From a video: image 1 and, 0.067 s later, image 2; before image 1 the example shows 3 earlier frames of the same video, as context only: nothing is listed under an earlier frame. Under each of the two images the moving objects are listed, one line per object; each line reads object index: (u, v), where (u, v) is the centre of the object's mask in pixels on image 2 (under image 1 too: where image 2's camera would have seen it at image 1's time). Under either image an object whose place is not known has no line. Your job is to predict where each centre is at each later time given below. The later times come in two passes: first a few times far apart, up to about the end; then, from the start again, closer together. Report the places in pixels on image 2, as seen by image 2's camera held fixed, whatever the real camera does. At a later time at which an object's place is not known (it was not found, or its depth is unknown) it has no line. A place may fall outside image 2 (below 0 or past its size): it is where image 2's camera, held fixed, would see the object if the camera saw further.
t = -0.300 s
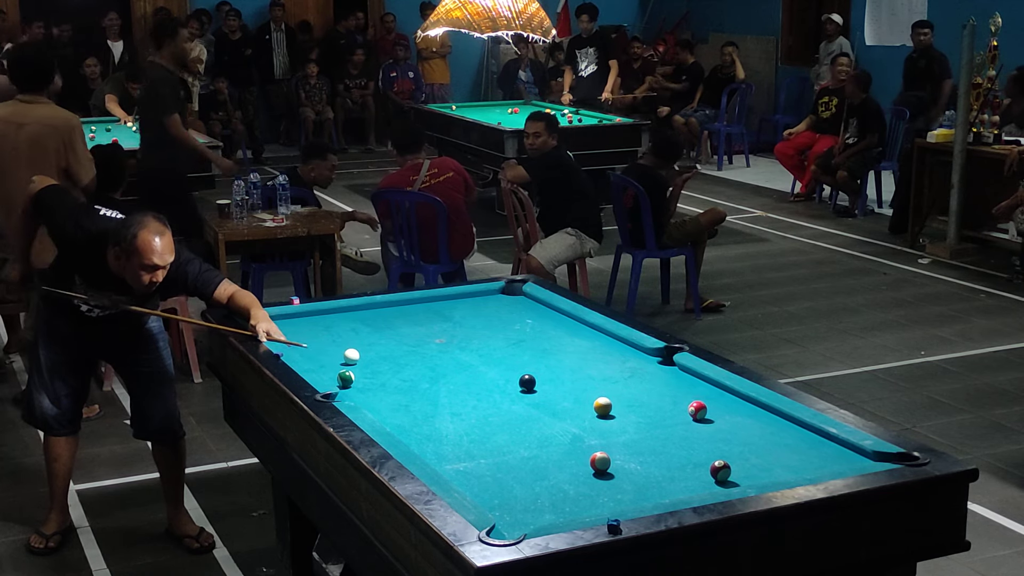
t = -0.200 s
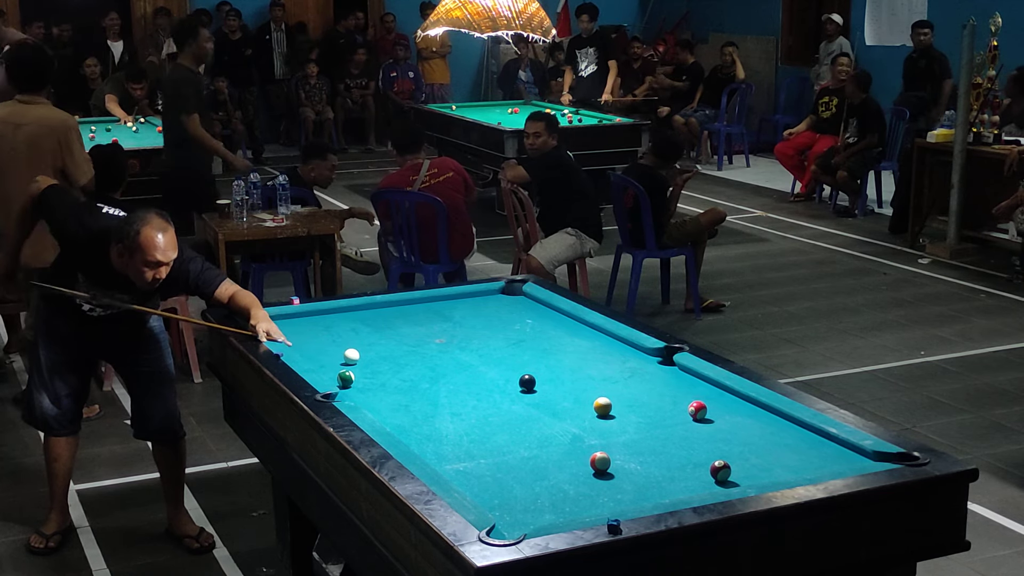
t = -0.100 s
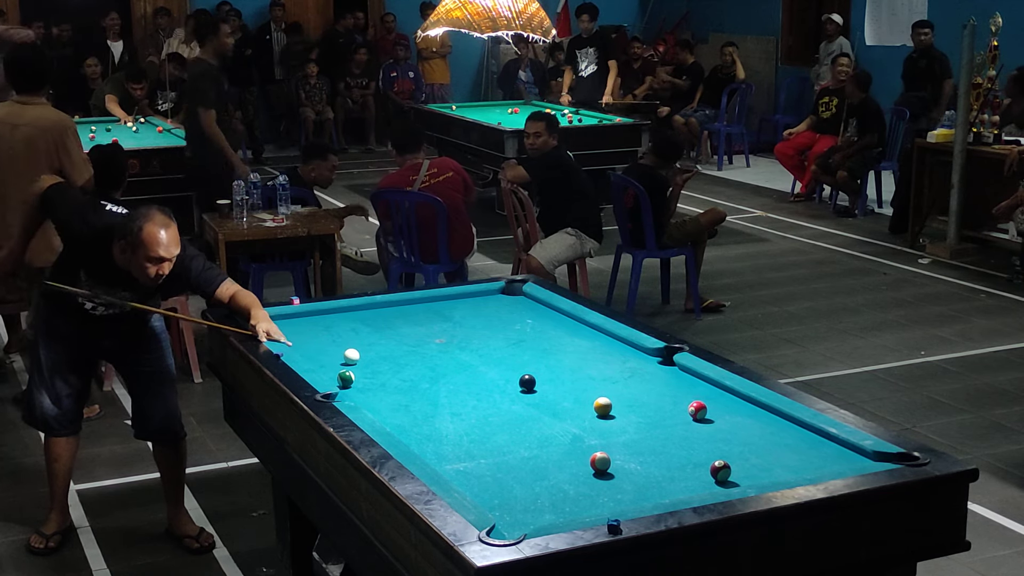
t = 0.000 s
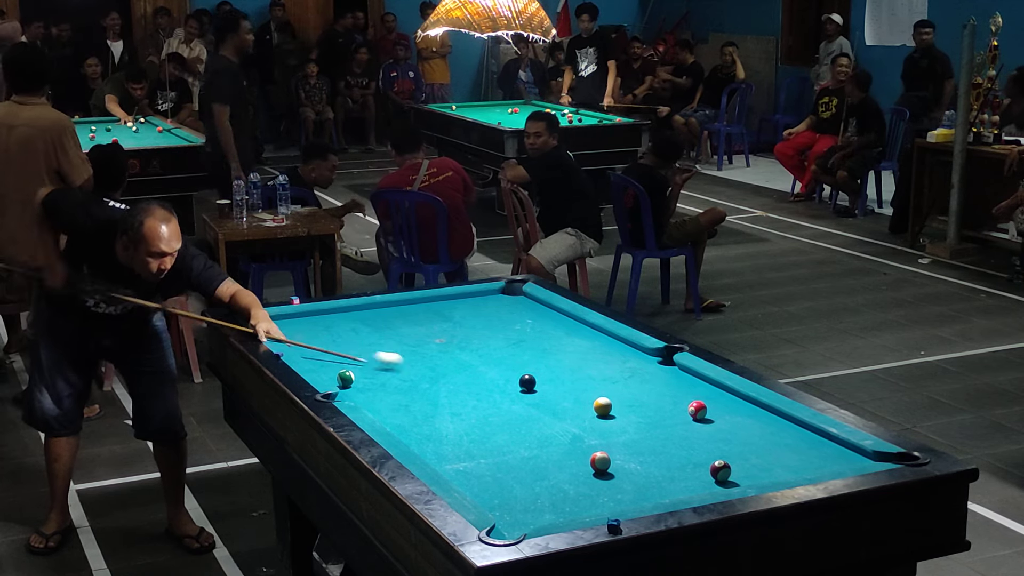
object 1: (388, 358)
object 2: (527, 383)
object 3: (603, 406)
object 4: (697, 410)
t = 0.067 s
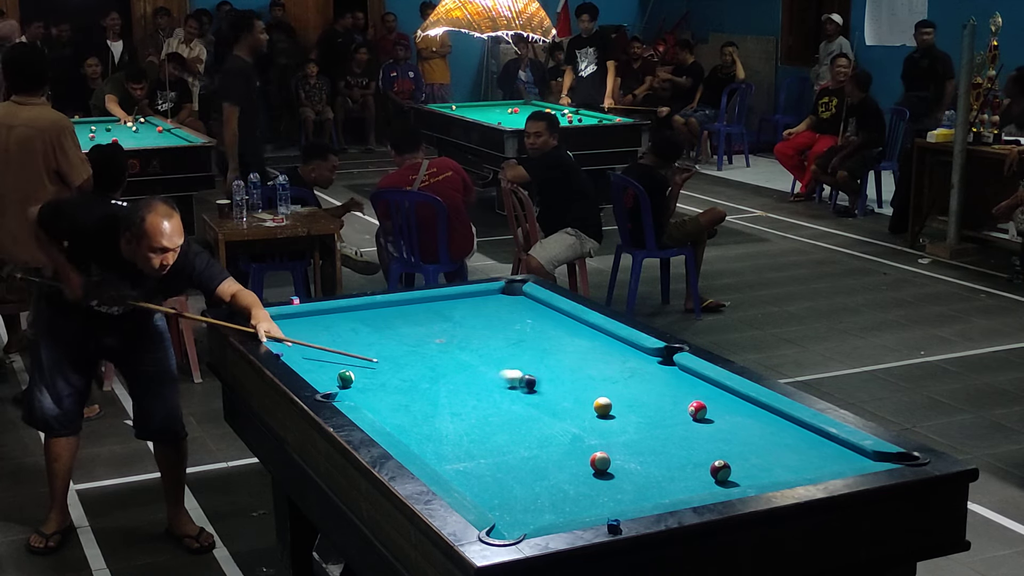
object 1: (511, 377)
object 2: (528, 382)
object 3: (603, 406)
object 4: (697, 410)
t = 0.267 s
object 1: (552, 362)
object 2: (723, 447)
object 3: (585, 421)
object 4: (727, 418)
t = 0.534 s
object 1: (587, 345)
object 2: (694, 441)
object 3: (554, 446)
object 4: (611, 459)
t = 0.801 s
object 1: (589, 334)
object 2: (596, 395)
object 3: (522, 474)
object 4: (568, 476)
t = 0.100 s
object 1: (524, 375)
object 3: (603, 406)
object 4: (697, 410)
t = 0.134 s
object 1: (531, 372)
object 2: (634, 405)
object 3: (601, 408)
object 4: (697, 410)
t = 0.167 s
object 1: (538, 370)
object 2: (682, 414)
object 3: (596, 412)
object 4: (707, 409)
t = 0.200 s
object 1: (543, 367)
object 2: (695, 425)
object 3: (592, 415)
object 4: (752, 406)
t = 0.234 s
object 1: (548, 365)
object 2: (709, 436)
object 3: (589, 418)
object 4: (747, 411)
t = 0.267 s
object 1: (552, 362)
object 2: (723, 447)
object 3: (585, 421)
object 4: (727, 418)
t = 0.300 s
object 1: (557, 360)
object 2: (739, 457)
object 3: (581, 424)
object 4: (707, 425)
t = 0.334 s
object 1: (561, 358)
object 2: (755, 468)
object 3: (577, 427)
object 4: (687, 432)
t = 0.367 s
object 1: (566, 356)
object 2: (770, 475)
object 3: (573, 431)
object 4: (667, 439)
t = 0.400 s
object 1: (570, 354)
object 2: (759, 470)
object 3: (570, 434)
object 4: (646, 446)
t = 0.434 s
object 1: (575, 351)
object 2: (741, 461)
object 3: (566, 437)
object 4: (625, 454)
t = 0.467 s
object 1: (579, 349)
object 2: (725, 454)
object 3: (562, 440)
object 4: (615, 457)
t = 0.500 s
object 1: (583, 347)
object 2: (709, 448)
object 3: (558, 443)
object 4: (613, 458)
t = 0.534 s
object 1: (587, 345)
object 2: (694, 441)
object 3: (554, 446)
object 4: (611, 459)
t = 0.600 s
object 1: (595, 341)
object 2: (667, 429)
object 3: (546, 453)
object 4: (601, 463)
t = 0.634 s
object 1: (599, 339)
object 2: (654, 423)
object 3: (542, 456)
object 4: (596, 465)
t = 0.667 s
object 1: (603, 337)
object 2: (642, 416)
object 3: (538, 460)
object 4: (590, 467)
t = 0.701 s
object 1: (607, 336)
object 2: (630, 411)
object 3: (534, 463)
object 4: (584, 469)
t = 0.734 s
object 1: (603, 334)
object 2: (618, 405)
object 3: (530, 467)
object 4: (579, 472)
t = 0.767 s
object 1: (596, 334)
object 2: (607, 400)
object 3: (526, 470)
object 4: (573, 473)
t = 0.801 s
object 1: (589, 334)
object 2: (596, 395)
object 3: (522, 474)
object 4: (568, 476)
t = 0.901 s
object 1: (568, 332)
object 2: (564, 379)
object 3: (509, 485)
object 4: (551, 481)
